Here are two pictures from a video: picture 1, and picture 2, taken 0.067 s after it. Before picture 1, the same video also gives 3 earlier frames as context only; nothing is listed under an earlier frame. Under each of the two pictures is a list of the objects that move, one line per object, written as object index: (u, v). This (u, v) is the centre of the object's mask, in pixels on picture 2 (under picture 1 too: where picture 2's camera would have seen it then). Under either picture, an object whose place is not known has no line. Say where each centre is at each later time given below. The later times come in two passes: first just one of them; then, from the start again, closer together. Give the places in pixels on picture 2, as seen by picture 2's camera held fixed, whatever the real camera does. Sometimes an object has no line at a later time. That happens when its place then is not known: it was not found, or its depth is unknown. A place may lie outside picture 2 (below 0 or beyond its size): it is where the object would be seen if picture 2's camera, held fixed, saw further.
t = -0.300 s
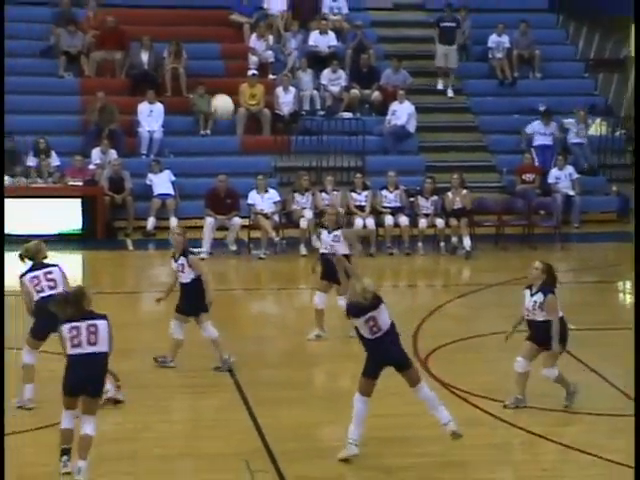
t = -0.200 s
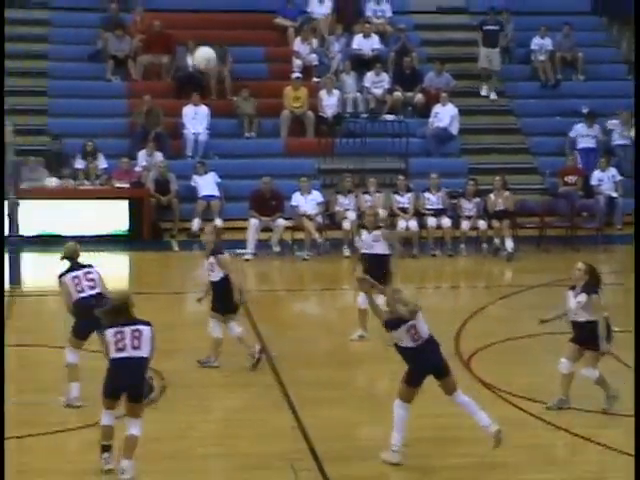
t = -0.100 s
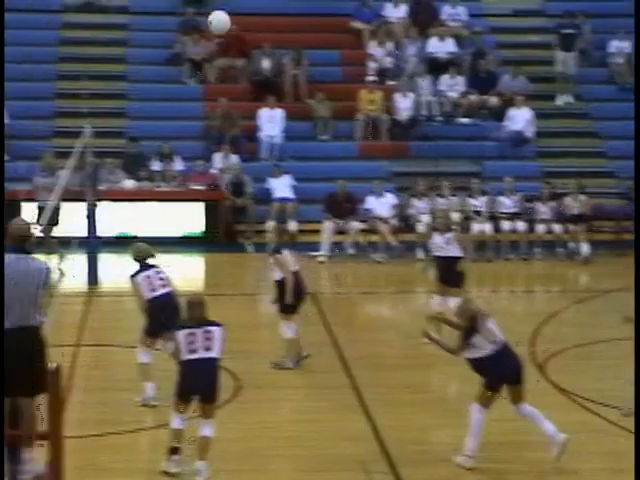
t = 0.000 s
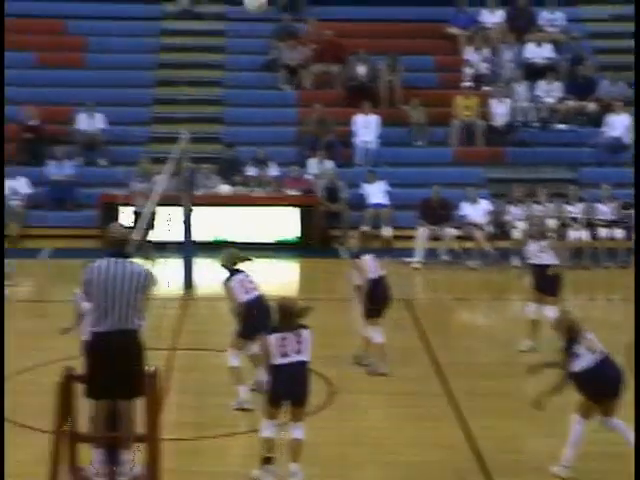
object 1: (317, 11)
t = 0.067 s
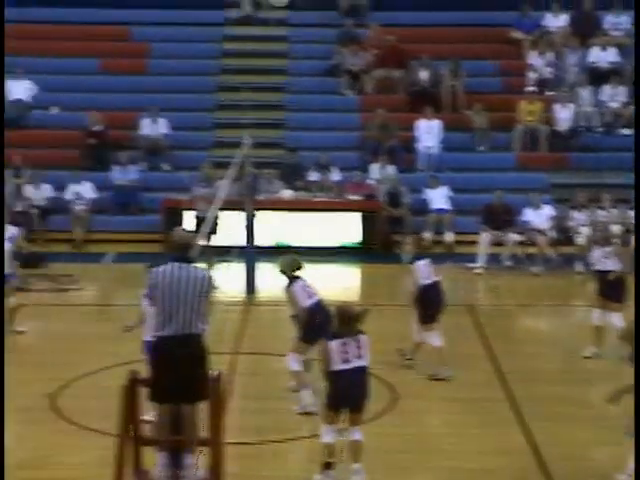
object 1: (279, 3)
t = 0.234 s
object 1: (185, -3)
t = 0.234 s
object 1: (185, -3)
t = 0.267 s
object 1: (166, -2)
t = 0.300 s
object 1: (148, -1)
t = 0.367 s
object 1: (110, 5)
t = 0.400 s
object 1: (92, 10)
